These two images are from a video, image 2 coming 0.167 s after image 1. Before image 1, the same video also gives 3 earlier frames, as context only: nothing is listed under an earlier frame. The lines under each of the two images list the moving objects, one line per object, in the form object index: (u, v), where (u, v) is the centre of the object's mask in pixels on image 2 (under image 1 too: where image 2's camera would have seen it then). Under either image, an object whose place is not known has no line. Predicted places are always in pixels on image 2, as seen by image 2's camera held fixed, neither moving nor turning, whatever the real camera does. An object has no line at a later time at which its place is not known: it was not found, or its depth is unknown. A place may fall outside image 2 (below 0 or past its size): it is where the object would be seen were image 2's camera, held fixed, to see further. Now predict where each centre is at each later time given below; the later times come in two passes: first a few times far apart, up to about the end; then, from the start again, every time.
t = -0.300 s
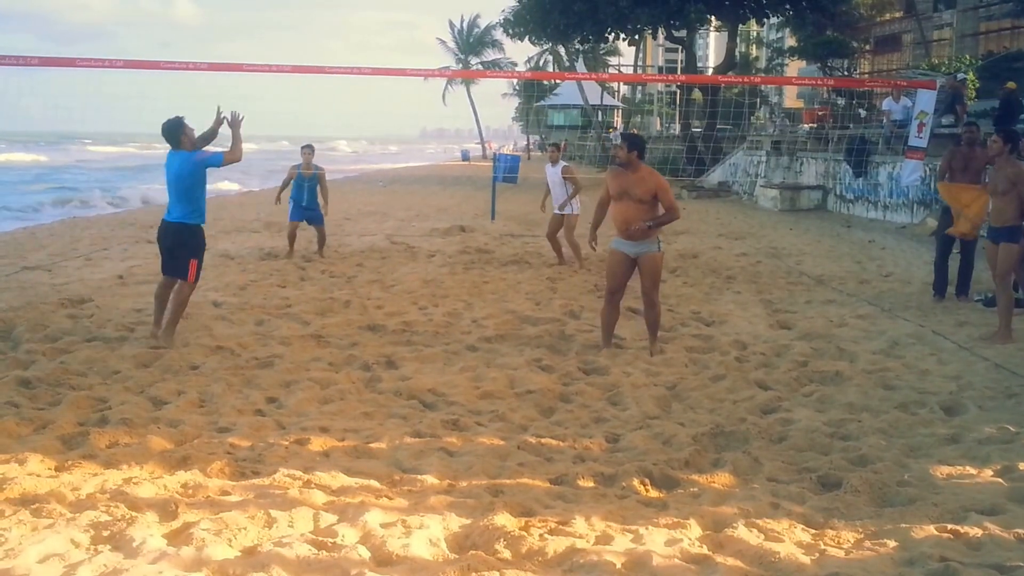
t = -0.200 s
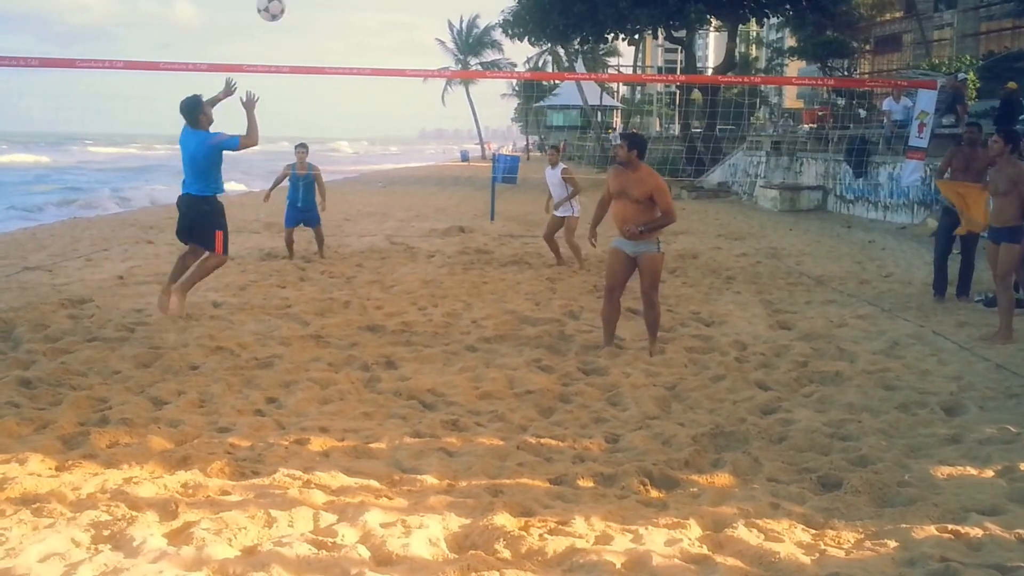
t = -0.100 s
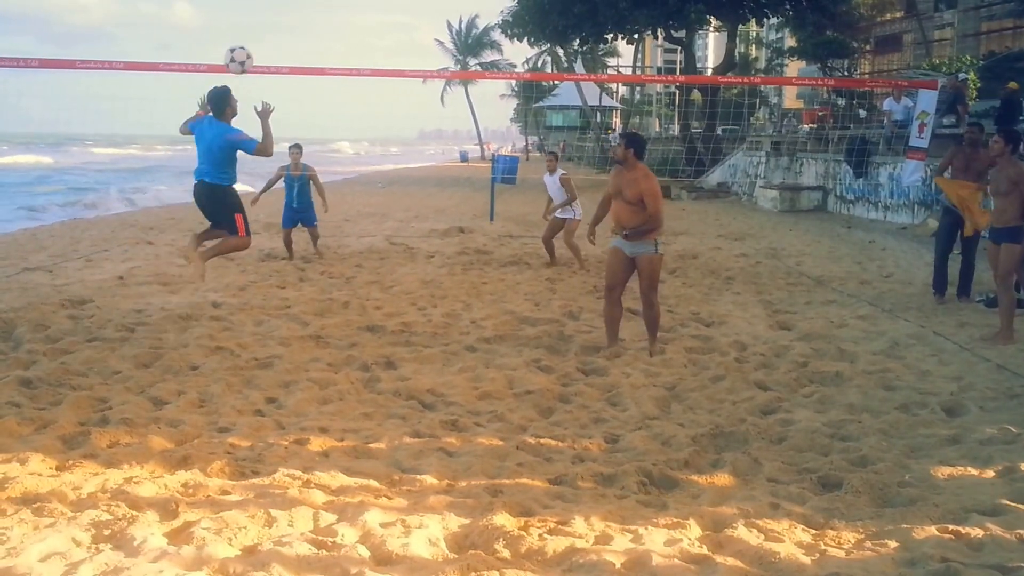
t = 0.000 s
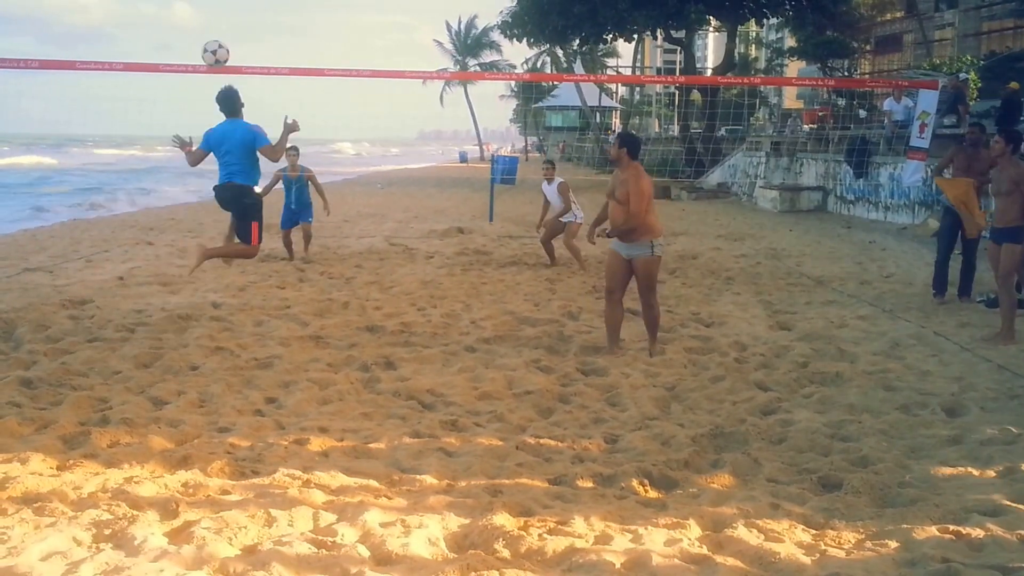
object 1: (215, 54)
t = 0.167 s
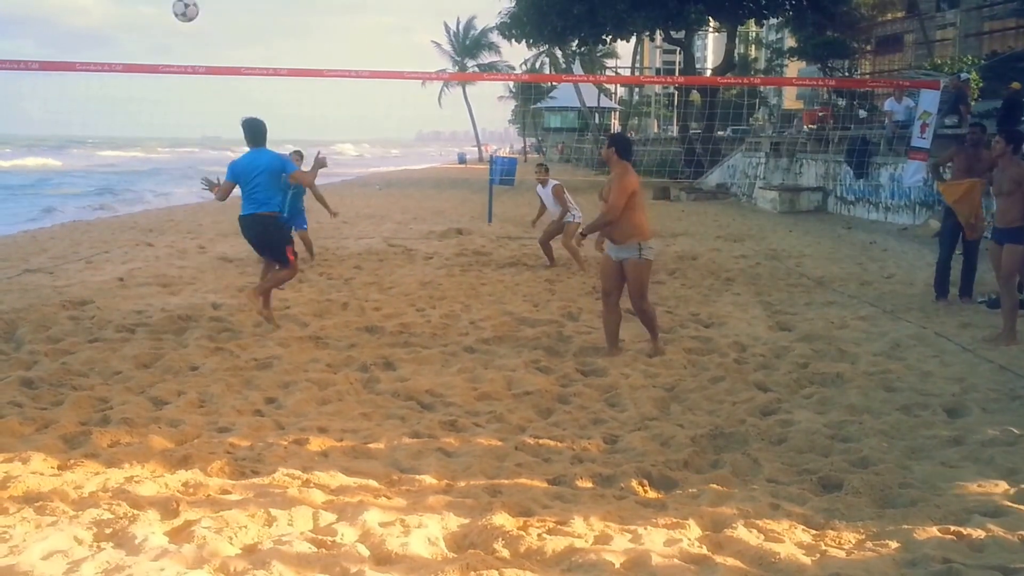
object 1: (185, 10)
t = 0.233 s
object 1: (174, 6)
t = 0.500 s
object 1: (137, 27)
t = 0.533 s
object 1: (135, 36)
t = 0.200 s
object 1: (180, 8)
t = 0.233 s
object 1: (174, 6)
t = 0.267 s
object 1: (168, 6)
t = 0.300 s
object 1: (163, 5)
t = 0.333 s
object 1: (158, 6)
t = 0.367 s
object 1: (153, 7)
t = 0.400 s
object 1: (148, 9)
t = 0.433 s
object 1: (143, 13)
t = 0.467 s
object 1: (138, 19)
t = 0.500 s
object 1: (137, 27)
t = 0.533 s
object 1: (135, 36)
